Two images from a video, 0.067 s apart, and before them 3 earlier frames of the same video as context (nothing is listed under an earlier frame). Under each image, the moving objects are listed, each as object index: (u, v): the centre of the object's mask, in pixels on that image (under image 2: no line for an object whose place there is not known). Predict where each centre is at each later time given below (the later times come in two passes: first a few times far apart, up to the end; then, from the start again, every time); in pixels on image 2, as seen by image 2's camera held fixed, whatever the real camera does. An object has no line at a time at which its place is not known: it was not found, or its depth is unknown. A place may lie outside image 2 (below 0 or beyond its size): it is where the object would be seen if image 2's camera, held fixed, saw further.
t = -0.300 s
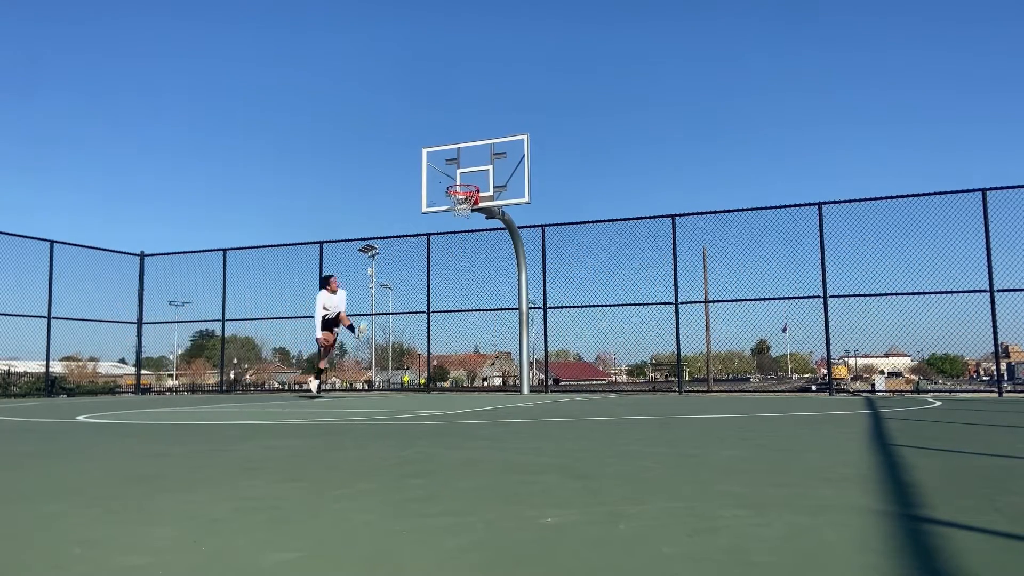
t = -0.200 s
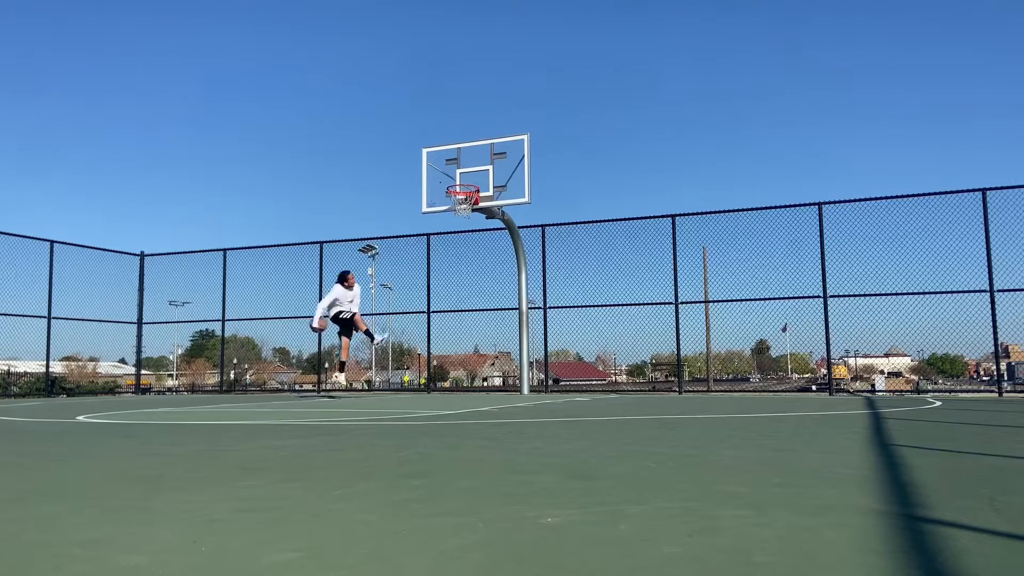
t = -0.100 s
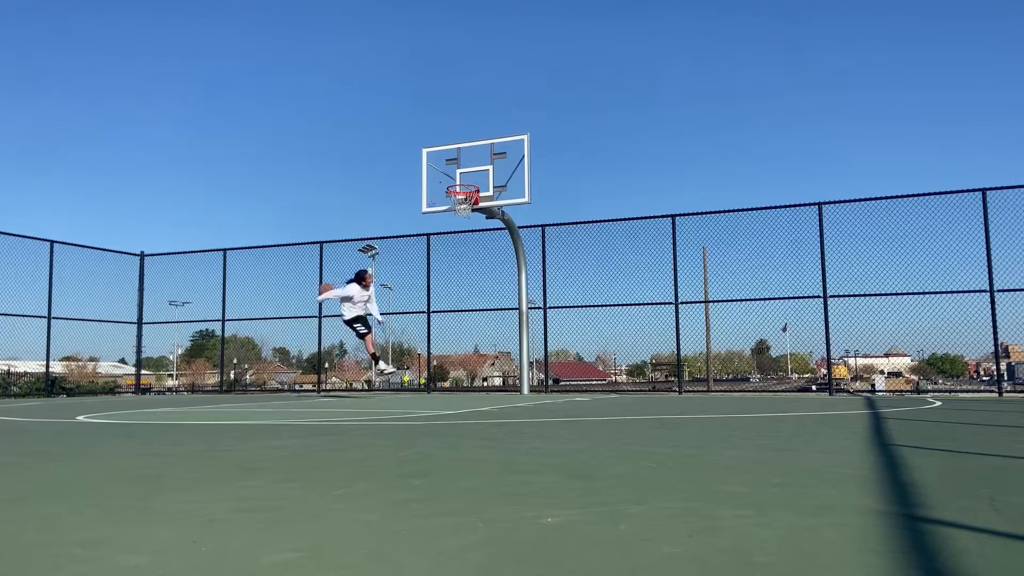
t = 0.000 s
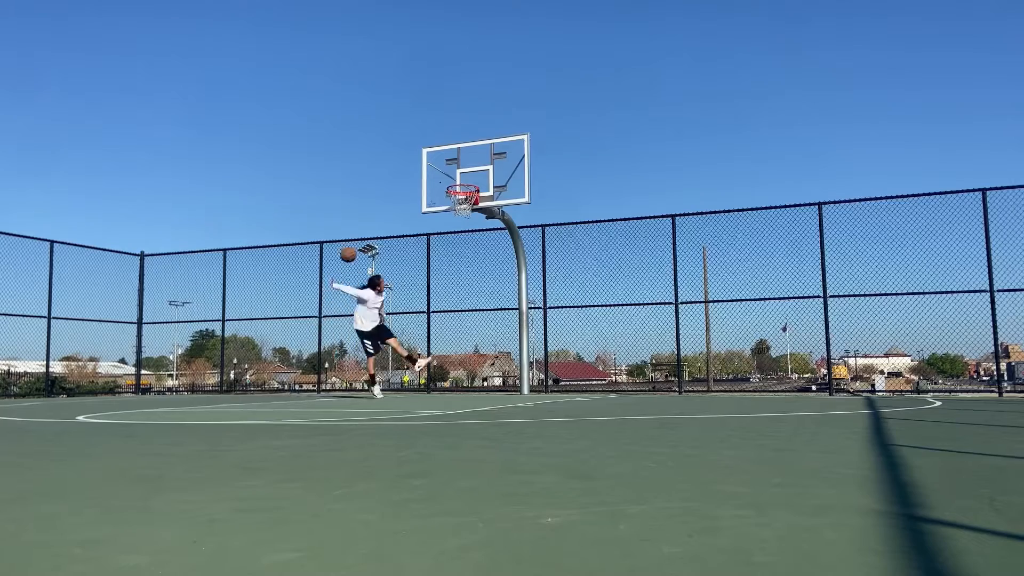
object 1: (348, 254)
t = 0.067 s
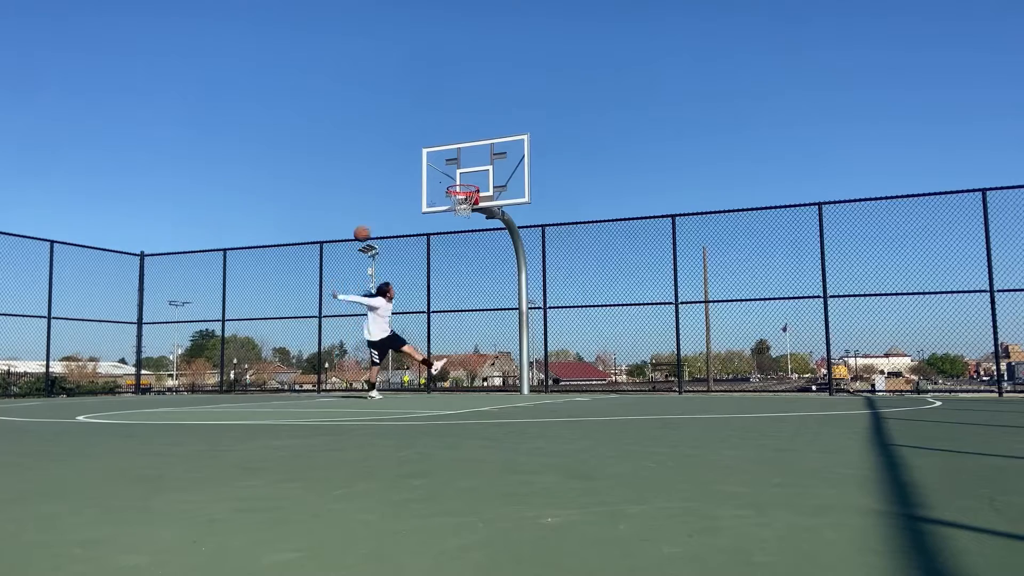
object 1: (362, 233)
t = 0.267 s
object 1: (401, 192)
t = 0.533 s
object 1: (451, 178)
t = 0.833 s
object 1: (459, 192)
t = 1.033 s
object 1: (449, 208)
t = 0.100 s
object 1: (368, 225)
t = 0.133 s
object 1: (375, 217)
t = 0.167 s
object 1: (382, 210)
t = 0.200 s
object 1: (388, 203)
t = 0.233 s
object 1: (395, 197)
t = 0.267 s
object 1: (401, 192)
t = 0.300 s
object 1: (408, 188)
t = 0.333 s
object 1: (414, 184)
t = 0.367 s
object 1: (420, 181)
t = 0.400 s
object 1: (427, 179)
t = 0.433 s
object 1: (433, 178)
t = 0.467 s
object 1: (439, 178)
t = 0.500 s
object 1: (445, 178)
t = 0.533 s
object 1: (451, 178)
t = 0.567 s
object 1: (455, 178)
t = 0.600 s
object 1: (458, 178)
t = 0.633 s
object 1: (460, 178)
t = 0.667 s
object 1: (463, 180)
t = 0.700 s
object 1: (466, 180)
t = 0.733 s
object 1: (468, 182)
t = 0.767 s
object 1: (468, 184)
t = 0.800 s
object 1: (465, 188)
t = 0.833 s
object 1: (459, 192)
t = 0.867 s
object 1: (455, 195)
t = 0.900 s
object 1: (455, 197)
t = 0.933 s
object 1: (450, 199)
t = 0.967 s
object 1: (453, 201)
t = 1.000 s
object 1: (450, 203)
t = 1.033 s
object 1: (449, 208)
